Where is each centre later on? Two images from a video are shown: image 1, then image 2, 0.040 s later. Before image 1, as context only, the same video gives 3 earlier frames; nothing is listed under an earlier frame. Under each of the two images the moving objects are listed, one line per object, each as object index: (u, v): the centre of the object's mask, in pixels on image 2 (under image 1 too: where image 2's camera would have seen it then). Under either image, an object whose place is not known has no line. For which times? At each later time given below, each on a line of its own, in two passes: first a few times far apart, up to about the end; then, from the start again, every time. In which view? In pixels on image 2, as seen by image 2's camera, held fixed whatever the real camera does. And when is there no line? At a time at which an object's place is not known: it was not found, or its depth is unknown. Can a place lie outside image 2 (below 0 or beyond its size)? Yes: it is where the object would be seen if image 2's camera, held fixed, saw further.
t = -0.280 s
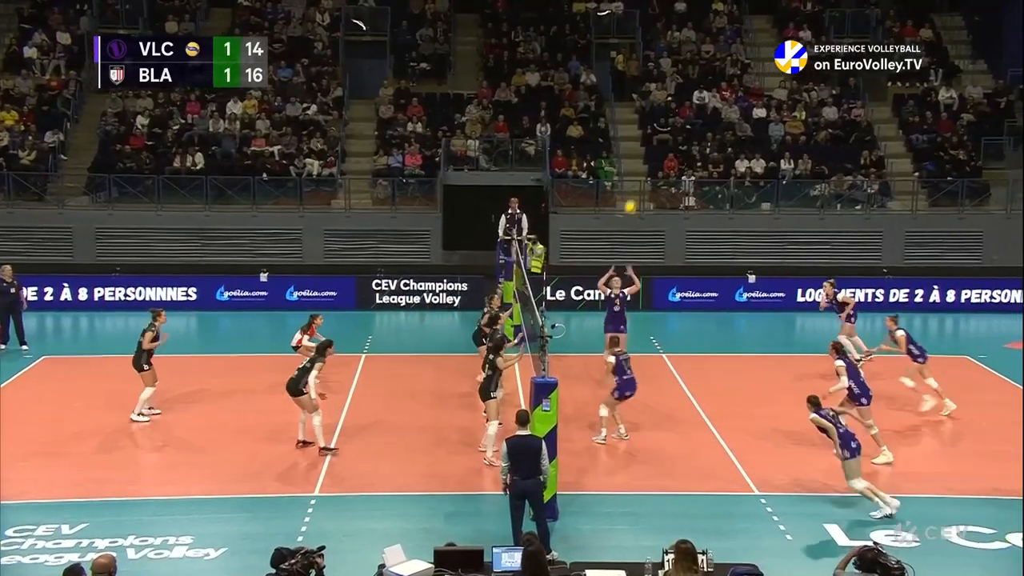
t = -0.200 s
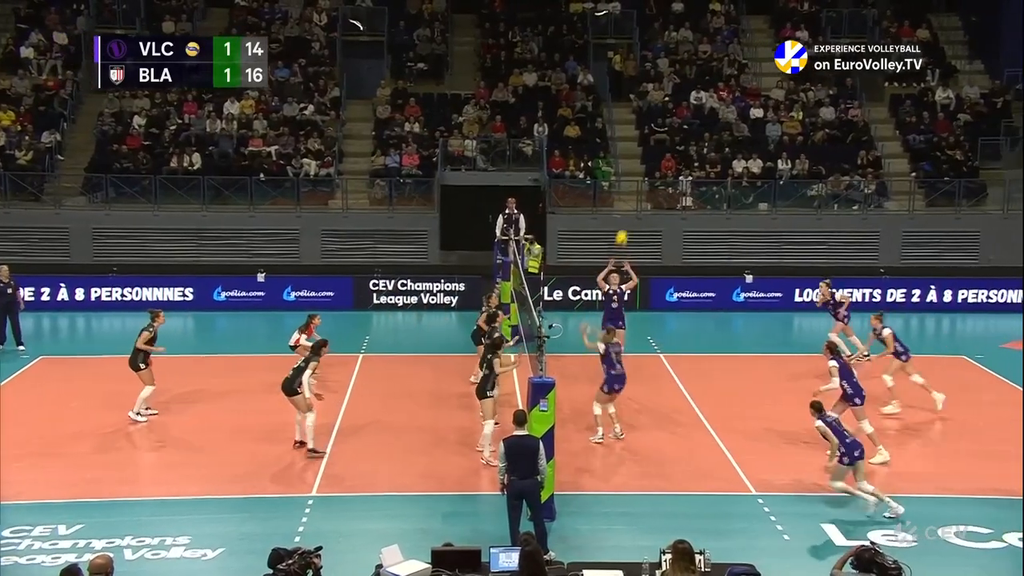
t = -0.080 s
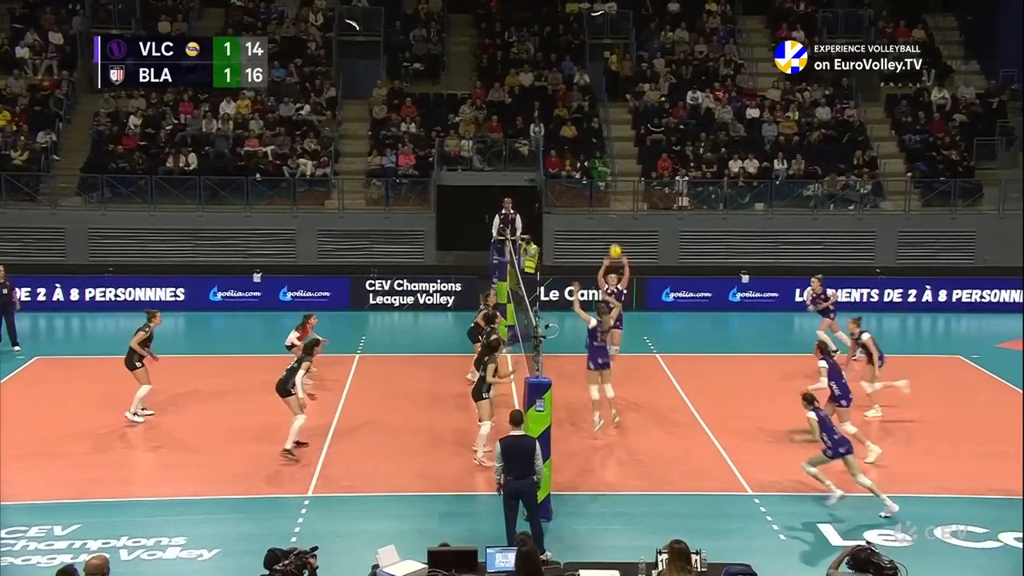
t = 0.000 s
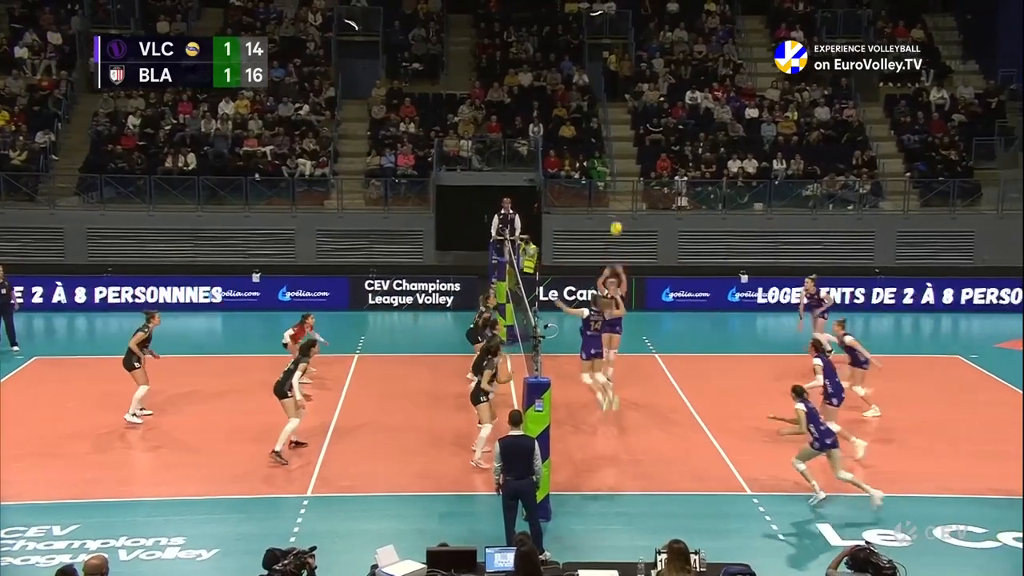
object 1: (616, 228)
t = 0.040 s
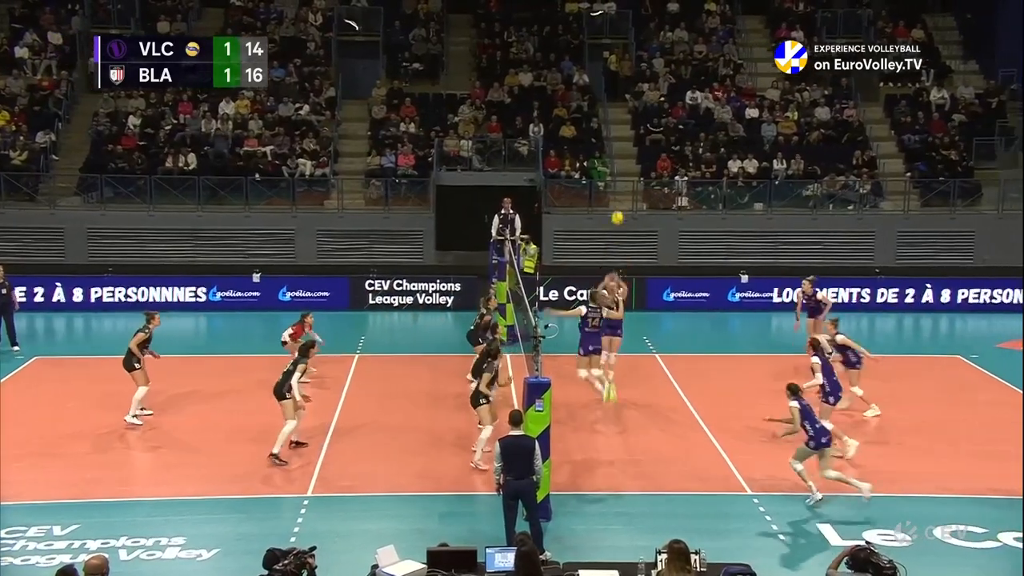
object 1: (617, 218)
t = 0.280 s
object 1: (623, 173)
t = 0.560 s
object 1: (629, 166)
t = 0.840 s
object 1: (634, 210)
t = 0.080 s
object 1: (618, 208)
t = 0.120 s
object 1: (619, 199)
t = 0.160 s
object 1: (620, 192)
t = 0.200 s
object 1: (621, 185)
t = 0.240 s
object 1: (622, 179)
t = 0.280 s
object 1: (623, 173)
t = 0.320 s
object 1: (624, 170)
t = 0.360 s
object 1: (625, 167)
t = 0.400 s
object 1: (626, 164)
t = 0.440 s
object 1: (627, 164)
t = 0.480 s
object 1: (628, 163)
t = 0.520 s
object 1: (628, 164)
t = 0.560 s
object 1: (629, 166)
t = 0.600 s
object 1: (631, 169)
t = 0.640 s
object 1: (631, 173)
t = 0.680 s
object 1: (631, 178)
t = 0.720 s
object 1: (633, 184)
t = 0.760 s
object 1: (633, 192)
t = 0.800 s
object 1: (633, 200)
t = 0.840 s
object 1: (634, 210)
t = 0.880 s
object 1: (634, 220)
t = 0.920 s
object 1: (635, 233)
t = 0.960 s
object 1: (635, 246)
